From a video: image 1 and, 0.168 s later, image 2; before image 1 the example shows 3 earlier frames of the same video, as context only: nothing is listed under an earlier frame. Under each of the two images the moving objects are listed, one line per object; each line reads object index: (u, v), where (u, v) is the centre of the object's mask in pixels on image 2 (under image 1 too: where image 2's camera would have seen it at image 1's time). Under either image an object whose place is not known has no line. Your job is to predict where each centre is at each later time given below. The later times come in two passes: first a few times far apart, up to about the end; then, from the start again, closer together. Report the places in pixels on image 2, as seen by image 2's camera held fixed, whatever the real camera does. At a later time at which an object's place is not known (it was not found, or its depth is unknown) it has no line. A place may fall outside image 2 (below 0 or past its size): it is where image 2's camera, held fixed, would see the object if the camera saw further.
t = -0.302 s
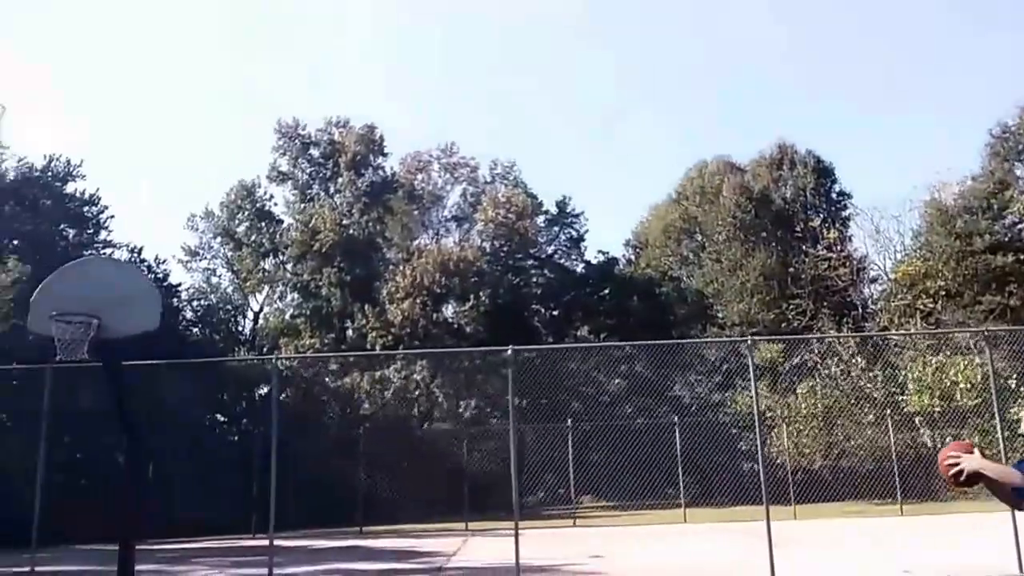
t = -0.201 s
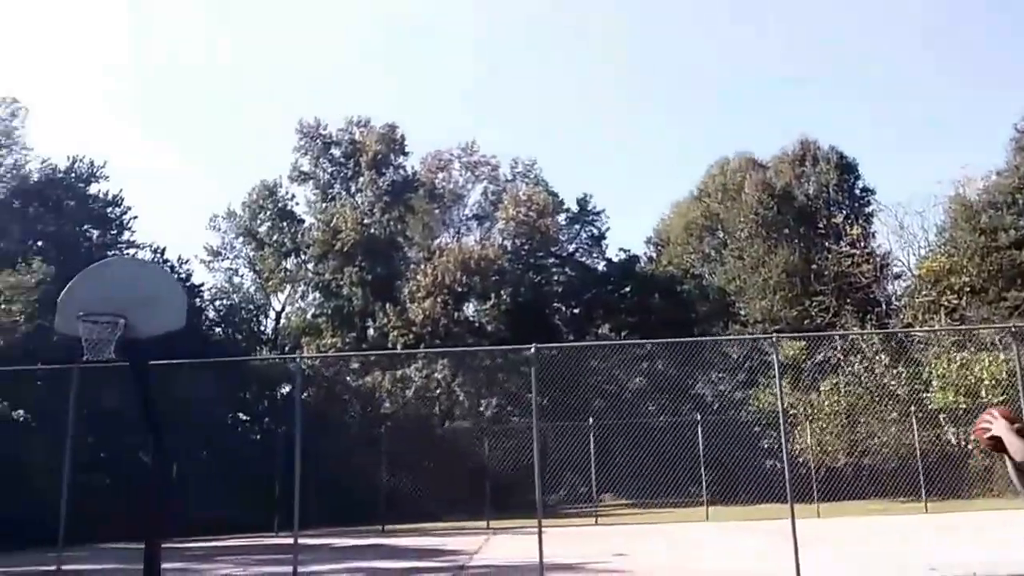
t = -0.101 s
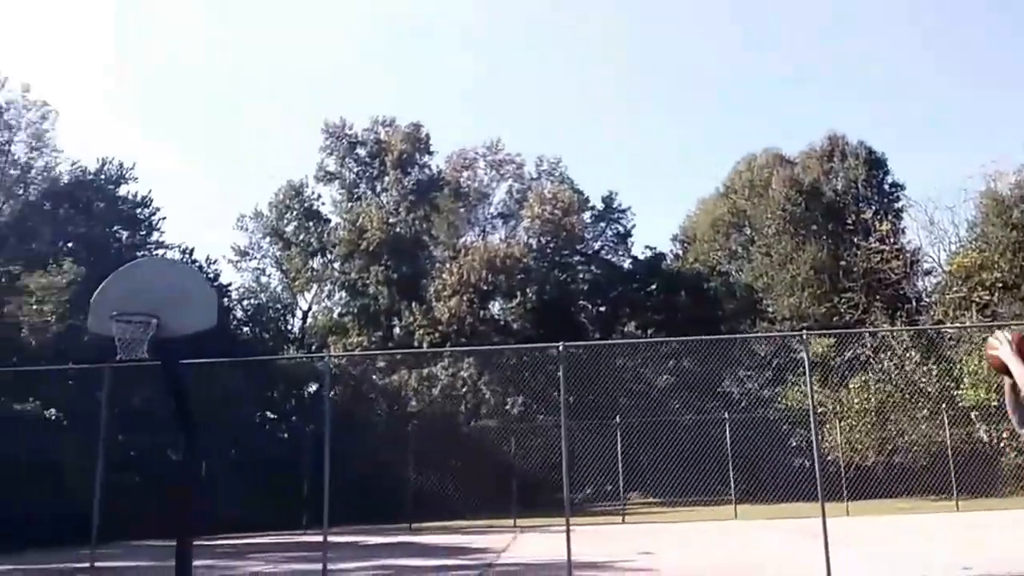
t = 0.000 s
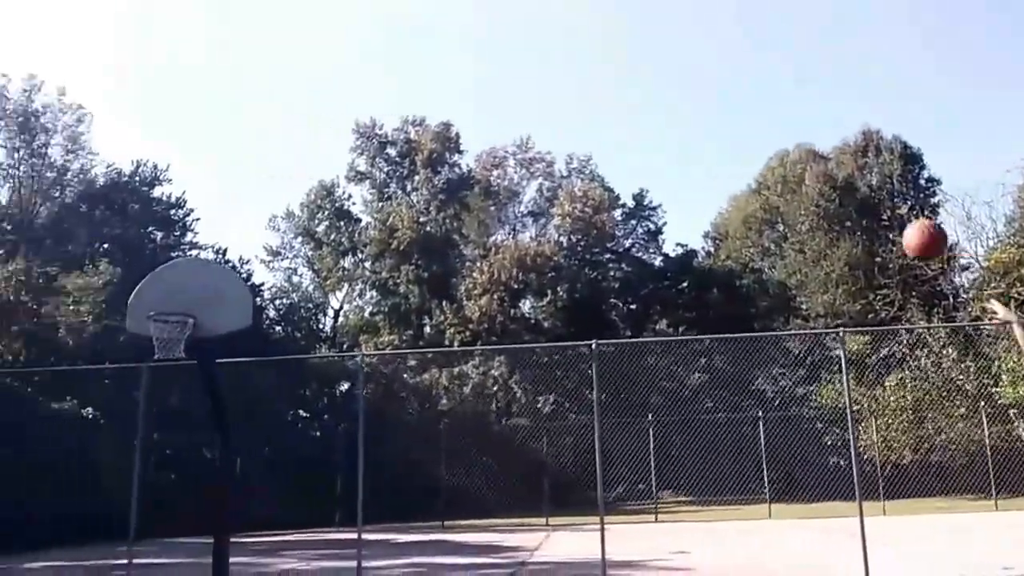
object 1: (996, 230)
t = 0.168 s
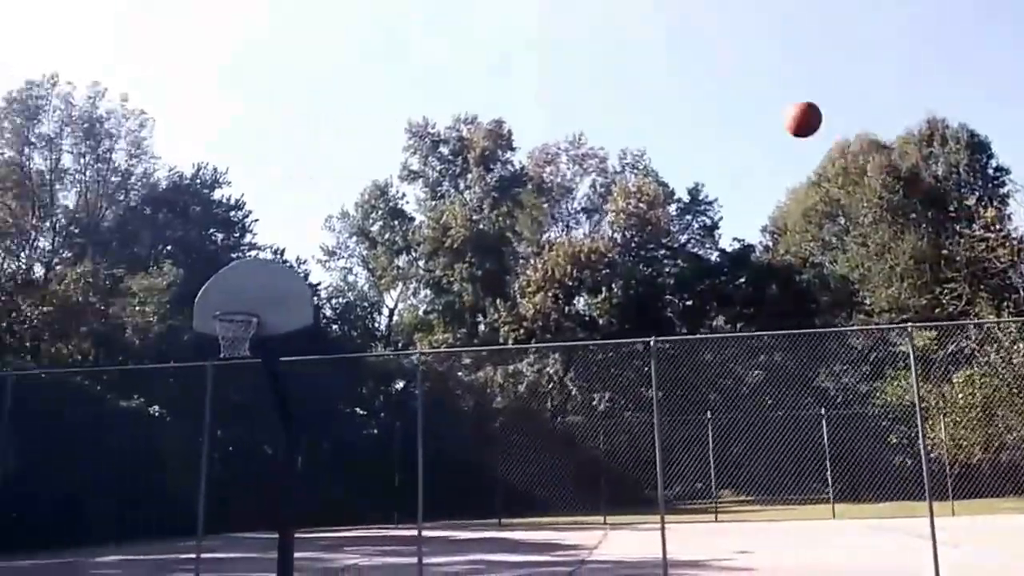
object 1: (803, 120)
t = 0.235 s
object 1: (741, 96)
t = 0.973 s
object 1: (339, 165)
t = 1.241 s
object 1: (238, 292)
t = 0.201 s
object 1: (772, 107)
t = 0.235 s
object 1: (741, 96)
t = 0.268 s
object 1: (712, 86)
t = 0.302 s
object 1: (685, 78)
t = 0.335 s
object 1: (659, 71)
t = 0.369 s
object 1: (636, 67)
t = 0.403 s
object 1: (614, 64)
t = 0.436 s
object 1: (591, 62)
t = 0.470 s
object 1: (570, 62)
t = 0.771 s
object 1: (418, 101)
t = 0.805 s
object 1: (403, 110)
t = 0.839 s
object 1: (390, 119)
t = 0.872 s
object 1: (377, 129)
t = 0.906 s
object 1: (364, 140)
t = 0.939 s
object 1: (351, 152)
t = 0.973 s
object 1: (339, 165)
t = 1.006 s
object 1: (325, 177)
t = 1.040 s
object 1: (312, 191)
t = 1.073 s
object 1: (299, 206)
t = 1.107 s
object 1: (287, 221)
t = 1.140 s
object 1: (271, 238)
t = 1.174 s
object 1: (262, 255)
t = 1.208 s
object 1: (251, 273)
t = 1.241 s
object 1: (238, 292)
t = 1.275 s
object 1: (229, 308)
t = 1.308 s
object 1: (239, 311)
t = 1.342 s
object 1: (254, 310)
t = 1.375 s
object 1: (255, 296)
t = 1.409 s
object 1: (256, 284)
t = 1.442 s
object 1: (258, 274)
